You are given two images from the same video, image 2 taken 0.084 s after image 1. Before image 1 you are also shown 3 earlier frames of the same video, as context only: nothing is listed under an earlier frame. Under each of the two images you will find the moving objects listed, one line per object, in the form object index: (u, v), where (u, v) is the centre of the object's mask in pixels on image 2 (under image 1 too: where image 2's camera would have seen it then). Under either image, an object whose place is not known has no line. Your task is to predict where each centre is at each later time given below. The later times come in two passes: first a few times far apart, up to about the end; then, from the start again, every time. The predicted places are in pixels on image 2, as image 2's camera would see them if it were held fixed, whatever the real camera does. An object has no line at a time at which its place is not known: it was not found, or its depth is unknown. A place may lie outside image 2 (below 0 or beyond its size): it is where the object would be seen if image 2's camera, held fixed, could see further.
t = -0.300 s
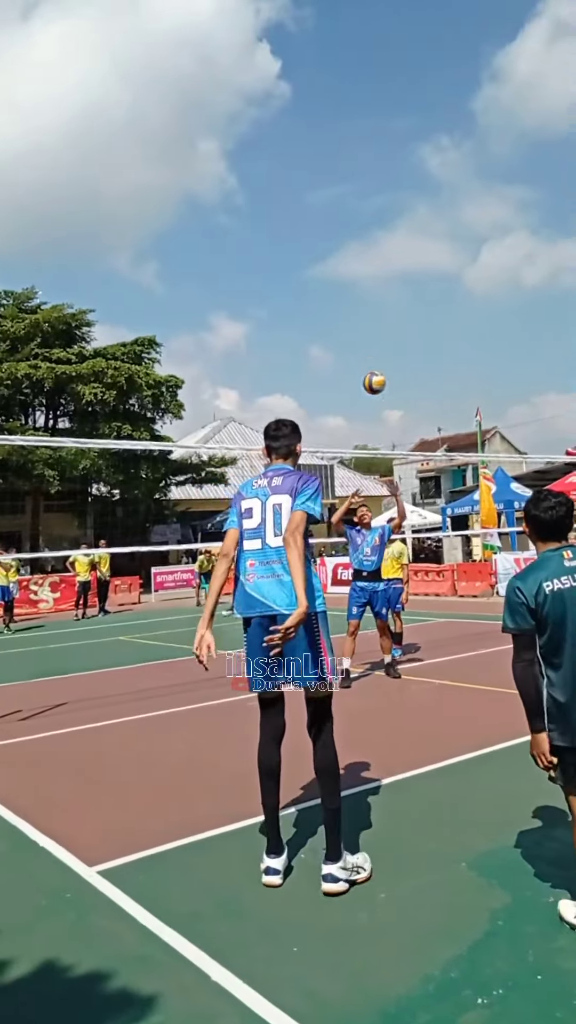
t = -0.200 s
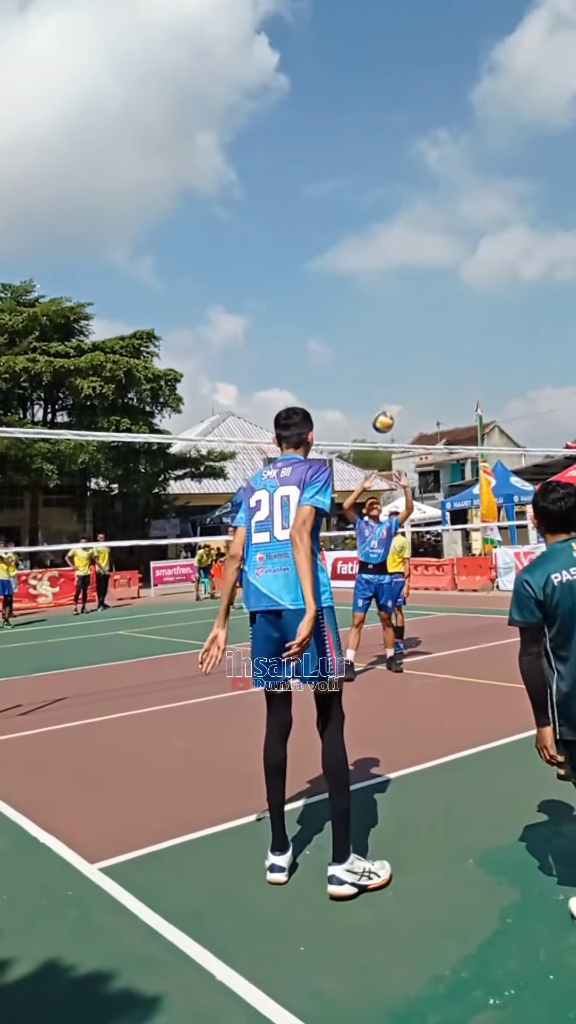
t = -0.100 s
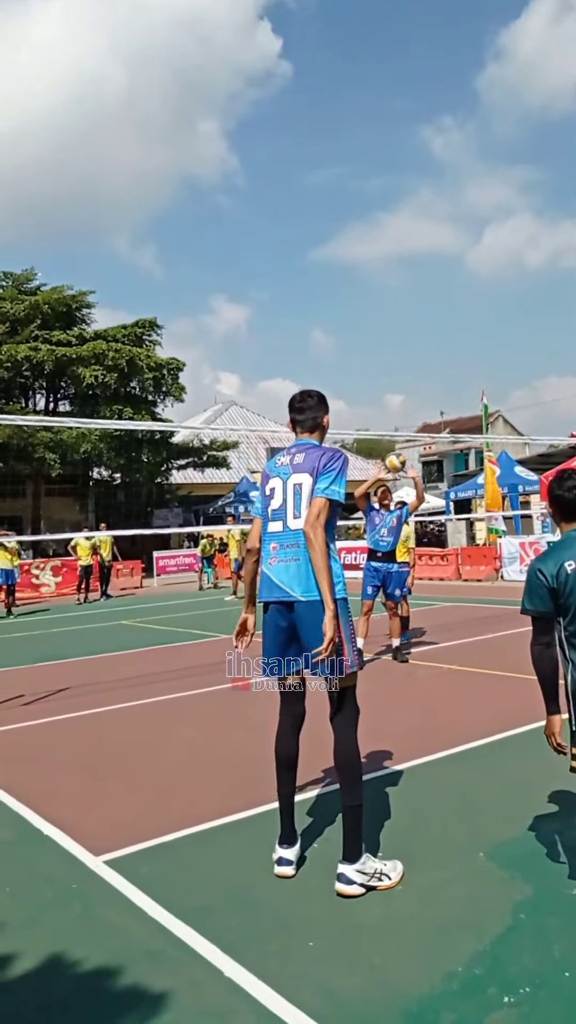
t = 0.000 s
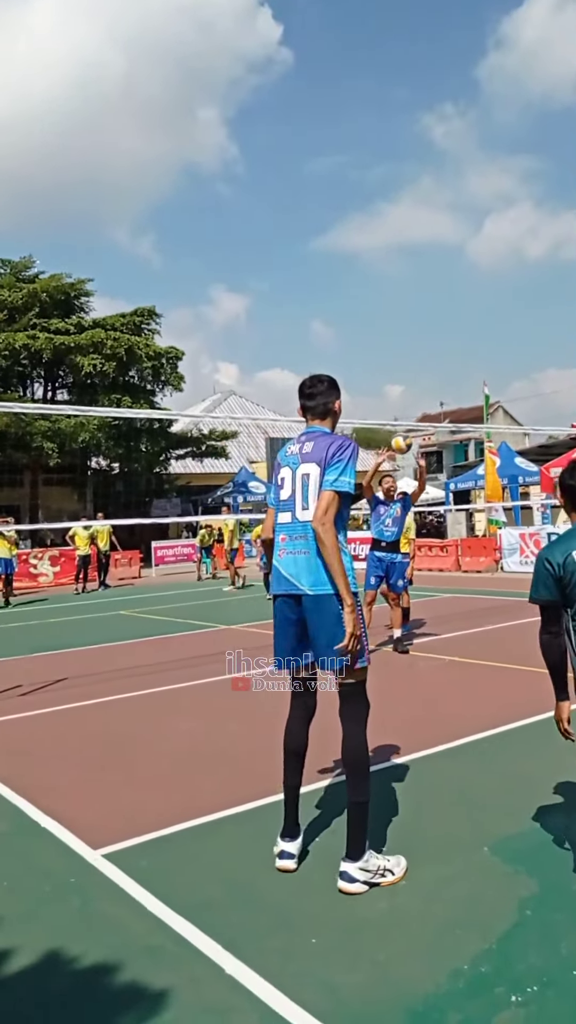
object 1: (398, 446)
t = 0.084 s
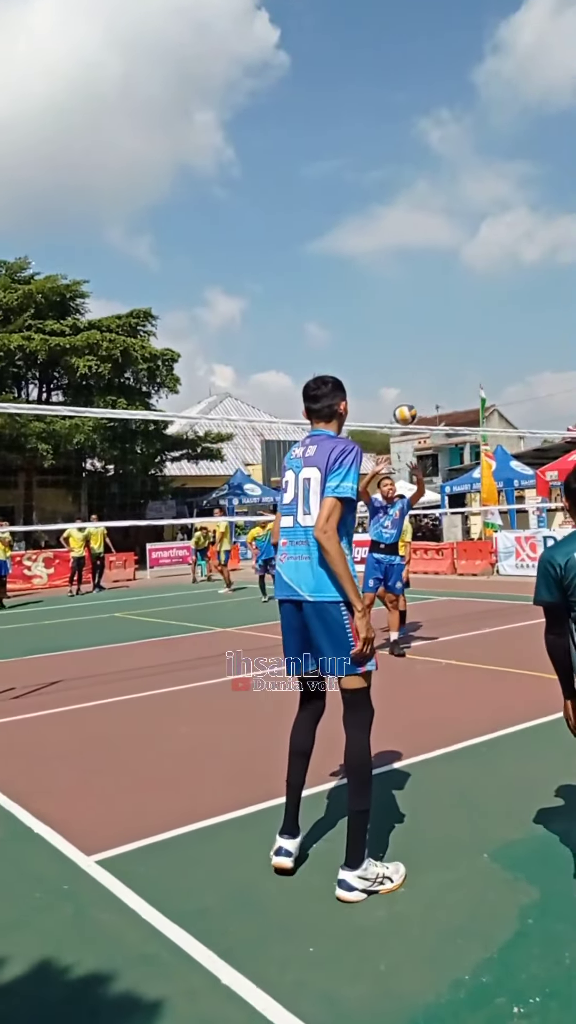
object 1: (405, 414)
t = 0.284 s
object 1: (427, 356)
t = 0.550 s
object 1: (470, 342)
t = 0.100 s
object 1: (407, 408)
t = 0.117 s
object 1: (408, 403)
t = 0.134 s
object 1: (410, 397)
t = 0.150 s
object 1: (412, 391)
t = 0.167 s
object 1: (413, 386)
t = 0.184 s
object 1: (415, 382)
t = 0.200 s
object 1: (417, 377)
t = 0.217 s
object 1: (419, 372)
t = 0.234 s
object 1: (421, 368)
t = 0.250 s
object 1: (423, 364)
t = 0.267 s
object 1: (425, 360)
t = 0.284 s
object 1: (427, 356)
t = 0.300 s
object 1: (429, 353)
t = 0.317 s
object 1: (431, 350)
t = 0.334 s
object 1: (433, 347)
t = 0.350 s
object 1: (436, 345)
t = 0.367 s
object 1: (438, 343)
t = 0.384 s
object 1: (441, 341)
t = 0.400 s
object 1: (443, 339)
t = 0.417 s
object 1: (446, 338)
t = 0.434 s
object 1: (448, 337)
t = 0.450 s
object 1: (451, 337)
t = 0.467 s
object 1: (454, 337)
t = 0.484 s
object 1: (457, 337)
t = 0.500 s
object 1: (460, 337)
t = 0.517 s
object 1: (463, 338)
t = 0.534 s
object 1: (468, 341)
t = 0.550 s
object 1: (470, 342)
